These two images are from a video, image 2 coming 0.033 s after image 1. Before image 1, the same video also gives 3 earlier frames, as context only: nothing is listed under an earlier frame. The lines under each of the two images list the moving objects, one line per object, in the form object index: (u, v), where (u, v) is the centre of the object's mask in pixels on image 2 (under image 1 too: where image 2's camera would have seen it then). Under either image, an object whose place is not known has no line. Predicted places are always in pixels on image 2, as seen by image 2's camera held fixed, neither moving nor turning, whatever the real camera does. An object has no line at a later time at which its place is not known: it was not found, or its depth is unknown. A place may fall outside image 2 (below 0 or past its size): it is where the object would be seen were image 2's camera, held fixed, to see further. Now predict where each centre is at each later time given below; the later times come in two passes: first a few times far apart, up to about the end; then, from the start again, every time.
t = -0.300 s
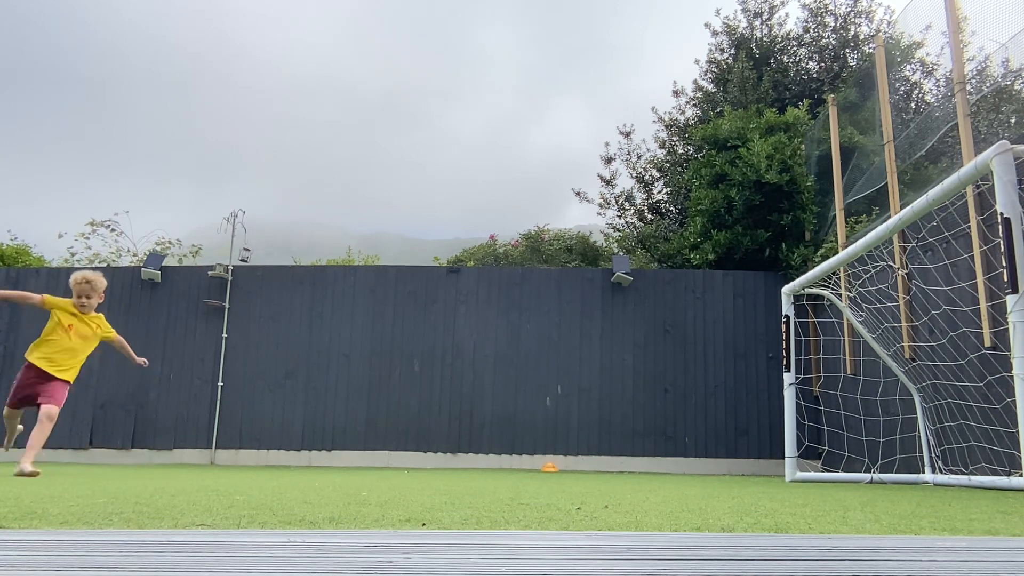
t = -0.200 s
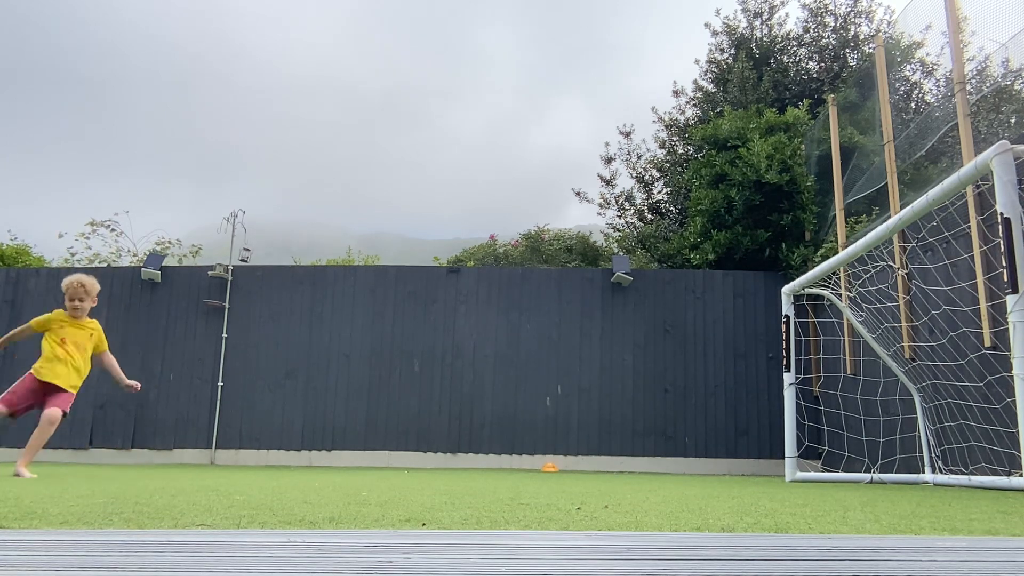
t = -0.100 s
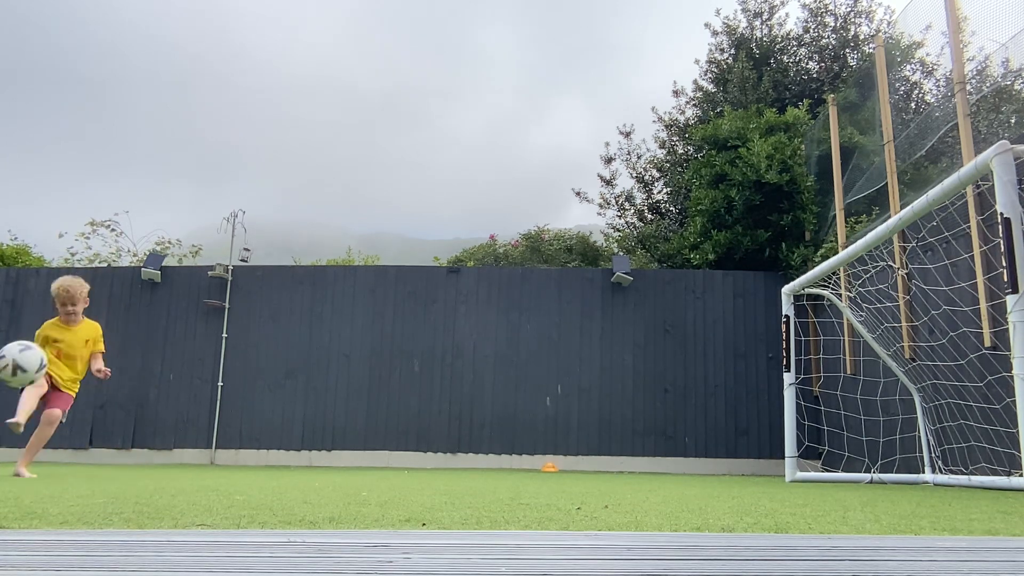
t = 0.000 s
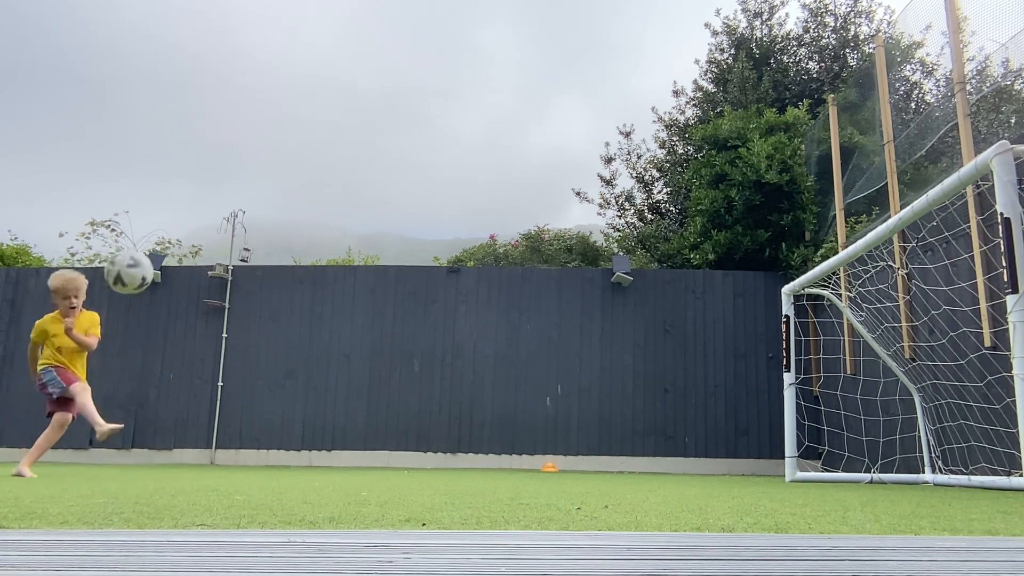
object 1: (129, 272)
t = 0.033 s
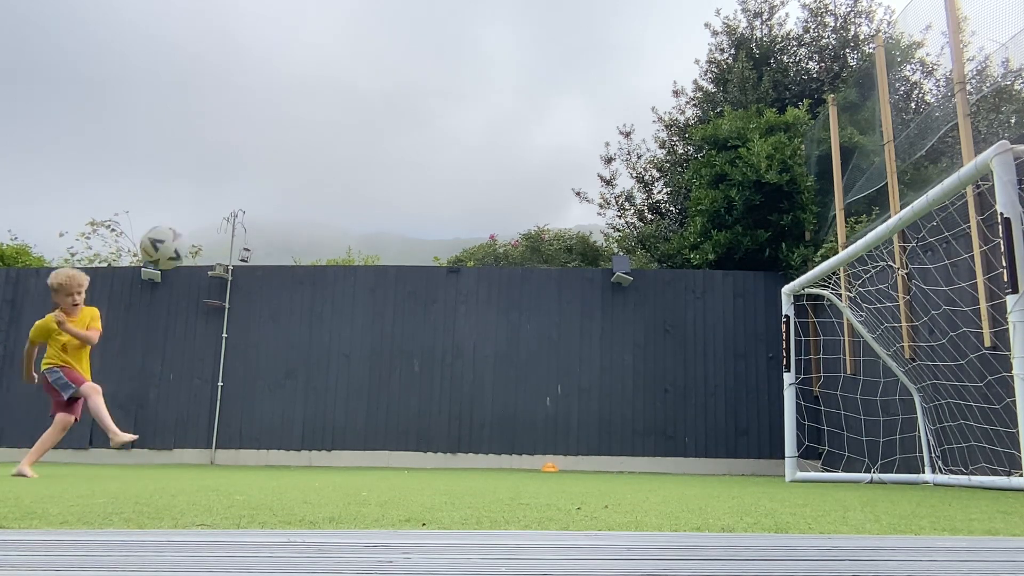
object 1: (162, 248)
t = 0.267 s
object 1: (387, 133)
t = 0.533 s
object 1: (622, 125)
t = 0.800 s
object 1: (853, 239)
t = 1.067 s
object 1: (807, 468)
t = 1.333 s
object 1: (699, 314)
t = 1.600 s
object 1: (606, 300)
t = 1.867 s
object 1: (522, 415)
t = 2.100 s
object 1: (454, 391)
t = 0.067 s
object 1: (198, 224)
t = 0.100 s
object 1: (230, 203)
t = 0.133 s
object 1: (262, 184)
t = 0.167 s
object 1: (294, 168)
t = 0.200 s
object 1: (325, 155)
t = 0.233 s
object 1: (357, 143)
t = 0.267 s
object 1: (387, 133)
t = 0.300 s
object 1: (417, 125)
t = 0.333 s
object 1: (447, 119)
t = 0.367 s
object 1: (476, 116)
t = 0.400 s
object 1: (506, 115)
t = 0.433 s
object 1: (535, 114)
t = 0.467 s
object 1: (564, 115)
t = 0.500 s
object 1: (593, 119)
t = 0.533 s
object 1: (622, 125)
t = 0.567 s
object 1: (651, 133)
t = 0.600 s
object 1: (681, 142)
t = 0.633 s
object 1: (710, 152)
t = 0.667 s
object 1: (740, 166)
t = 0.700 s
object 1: (769, 182)
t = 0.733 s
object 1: (800, 200)
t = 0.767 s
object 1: (831, 219)
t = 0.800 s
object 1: (853, 239)
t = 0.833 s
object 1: (847, 262)
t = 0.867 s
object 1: (841, 286)
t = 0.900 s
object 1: (834, 313)
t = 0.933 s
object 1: (830, 343)
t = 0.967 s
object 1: (825, 374)
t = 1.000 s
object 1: (820, 407)
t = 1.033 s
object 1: (816, 443)
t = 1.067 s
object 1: (807, 468)
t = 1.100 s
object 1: (792, 441)
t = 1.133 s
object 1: (778, 416)
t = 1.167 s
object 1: (763, 392)
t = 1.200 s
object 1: (750, 372)
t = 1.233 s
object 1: (737, 354)
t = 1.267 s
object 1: (724, 339)
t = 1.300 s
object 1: (712, 325)
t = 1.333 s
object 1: (699, 314)
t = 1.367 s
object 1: (687, 305)
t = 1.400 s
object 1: (676, 297)
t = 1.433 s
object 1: (664, 293)
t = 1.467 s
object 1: (651, 290)
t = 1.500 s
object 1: (640, 290)
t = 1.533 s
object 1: (628, 291)
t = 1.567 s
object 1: (617, 294)
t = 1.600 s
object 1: (606, 300)
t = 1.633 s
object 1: (595, 308)
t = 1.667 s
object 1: (584, 318)
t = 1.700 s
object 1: (574, 329)
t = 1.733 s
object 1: (564, 343)
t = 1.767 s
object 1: (554, 358)
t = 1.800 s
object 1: (543, 375)
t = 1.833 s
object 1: (532, 393)
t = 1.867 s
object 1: (522, 415)
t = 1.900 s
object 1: (511, 437)
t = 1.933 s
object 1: (500, 462)
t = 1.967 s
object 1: (490, 448)
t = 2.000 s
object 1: (481, 431)
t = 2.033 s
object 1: (472, 416)
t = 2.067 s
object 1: (463, 403)
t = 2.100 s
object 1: (454, 391)
